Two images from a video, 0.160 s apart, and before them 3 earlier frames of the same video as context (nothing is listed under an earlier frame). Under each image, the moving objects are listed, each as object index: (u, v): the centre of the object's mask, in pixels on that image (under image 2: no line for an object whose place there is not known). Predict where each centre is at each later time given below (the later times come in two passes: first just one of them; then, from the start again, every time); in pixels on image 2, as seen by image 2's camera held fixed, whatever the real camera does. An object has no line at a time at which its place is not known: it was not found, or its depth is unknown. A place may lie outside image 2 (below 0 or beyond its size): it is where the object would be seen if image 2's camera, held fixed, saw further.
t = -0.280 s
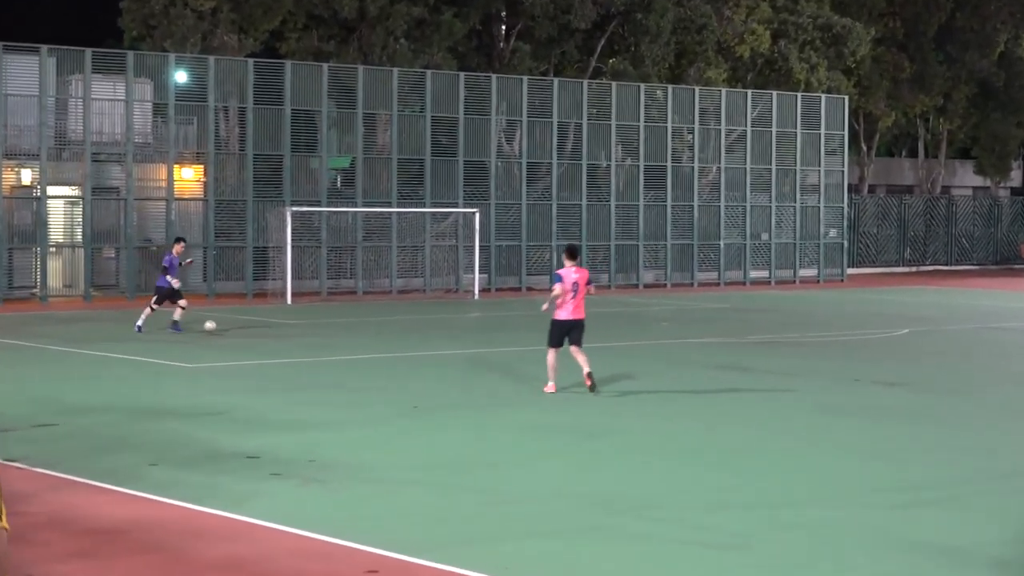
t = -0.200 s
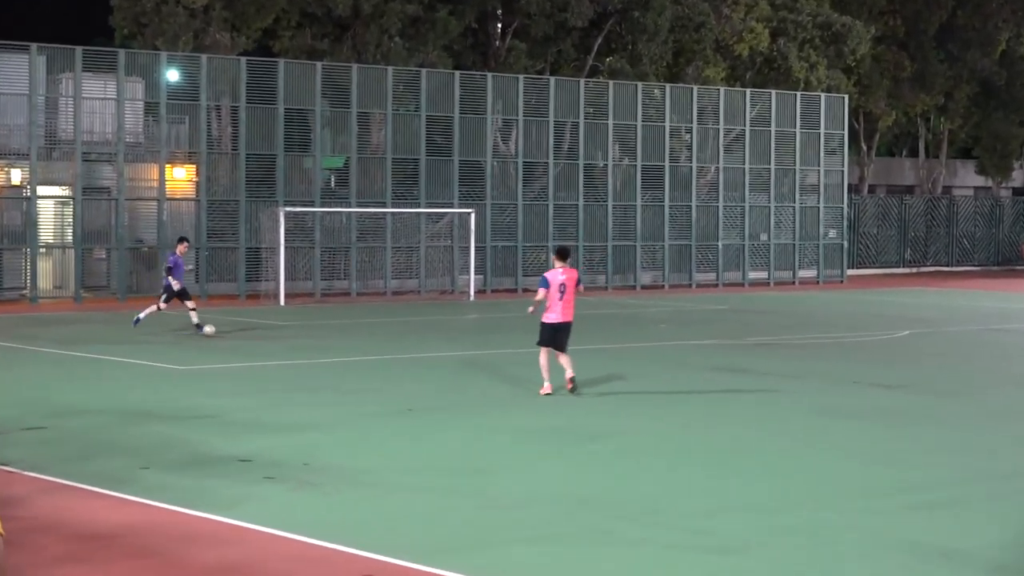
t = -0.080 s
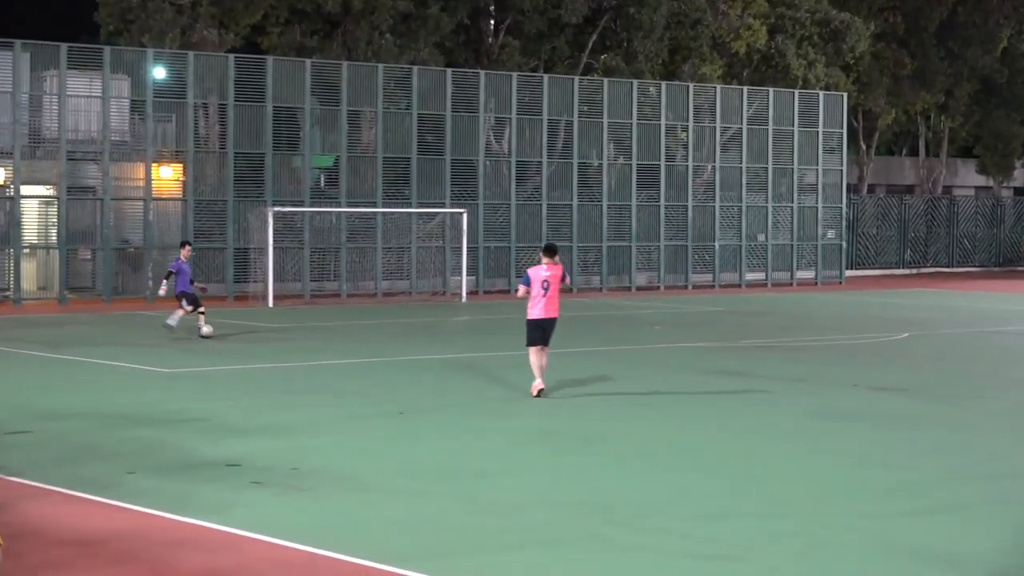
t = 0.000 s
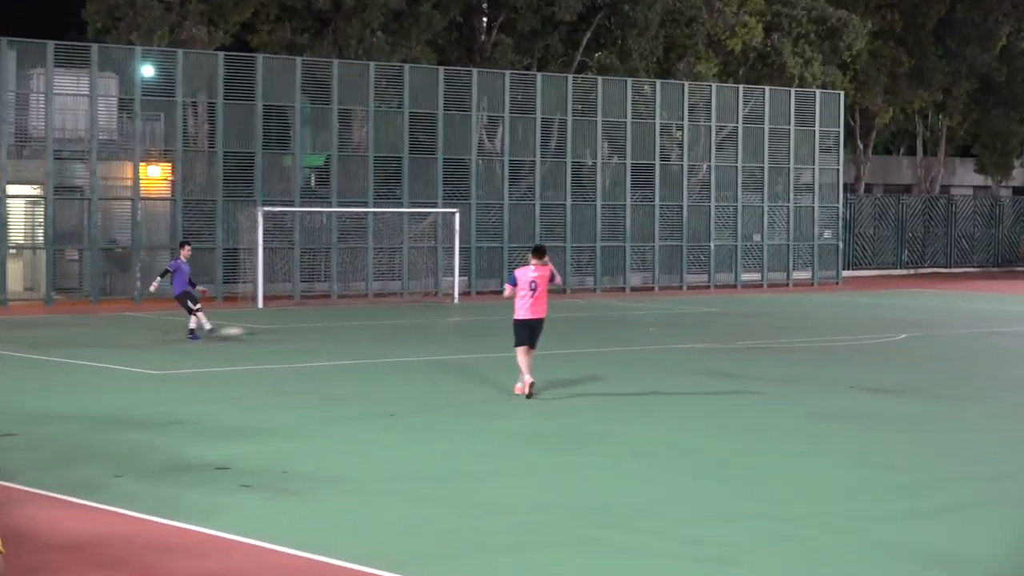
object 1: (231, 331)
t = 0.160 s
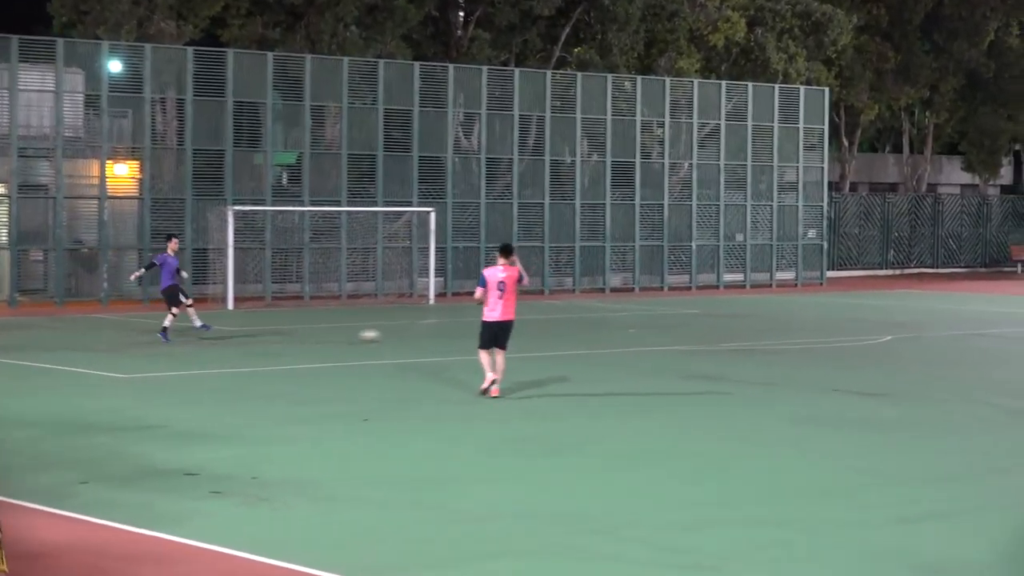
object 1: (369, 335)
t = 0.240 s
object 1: (438, 334)
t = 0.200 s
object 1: (404, 334)
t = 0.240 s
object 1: (438, 334)
